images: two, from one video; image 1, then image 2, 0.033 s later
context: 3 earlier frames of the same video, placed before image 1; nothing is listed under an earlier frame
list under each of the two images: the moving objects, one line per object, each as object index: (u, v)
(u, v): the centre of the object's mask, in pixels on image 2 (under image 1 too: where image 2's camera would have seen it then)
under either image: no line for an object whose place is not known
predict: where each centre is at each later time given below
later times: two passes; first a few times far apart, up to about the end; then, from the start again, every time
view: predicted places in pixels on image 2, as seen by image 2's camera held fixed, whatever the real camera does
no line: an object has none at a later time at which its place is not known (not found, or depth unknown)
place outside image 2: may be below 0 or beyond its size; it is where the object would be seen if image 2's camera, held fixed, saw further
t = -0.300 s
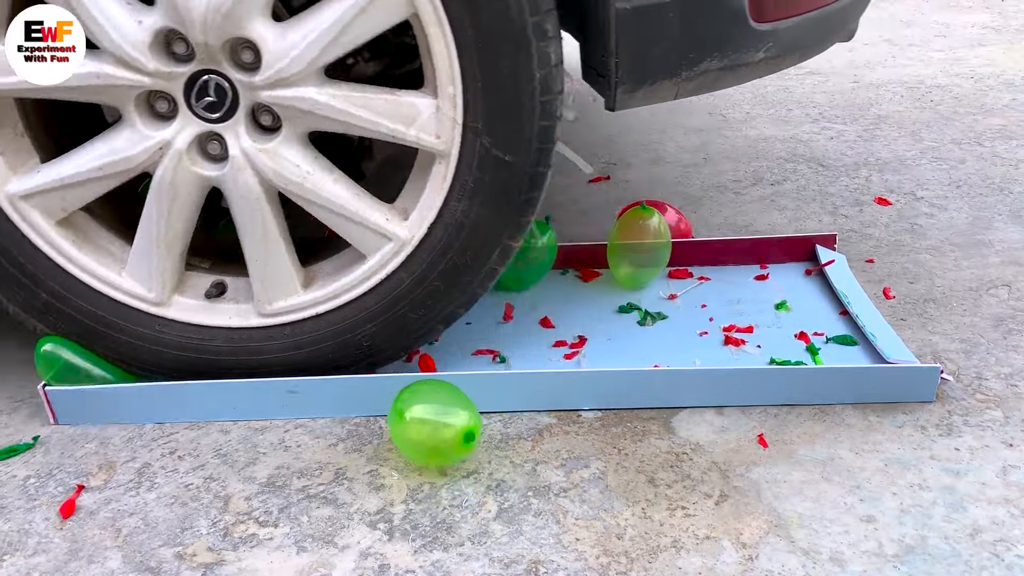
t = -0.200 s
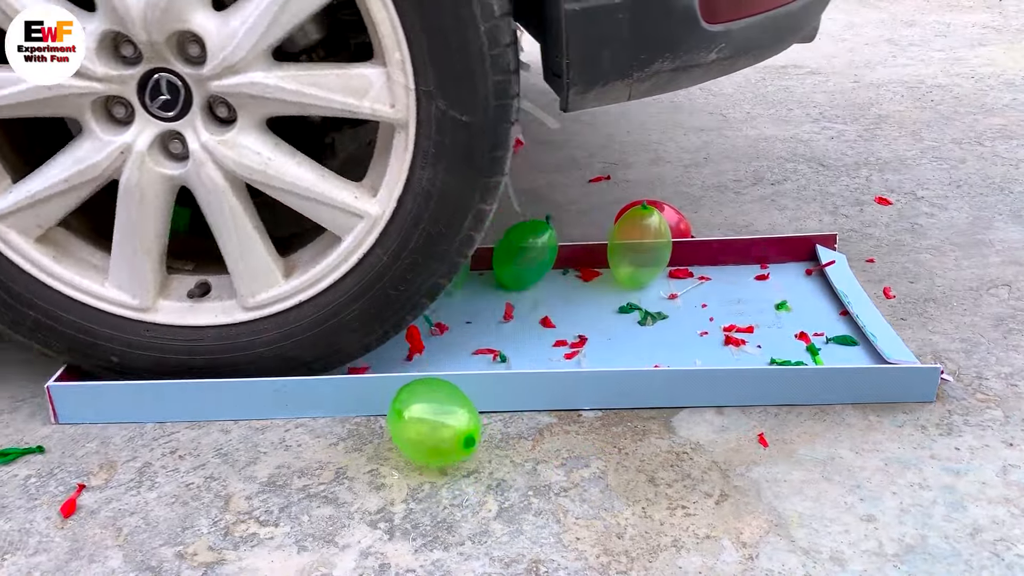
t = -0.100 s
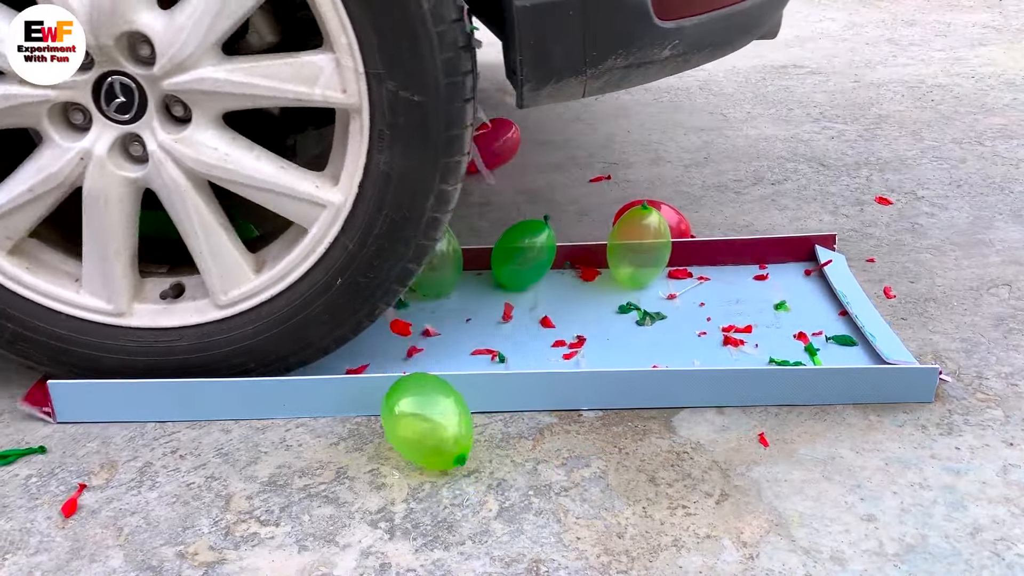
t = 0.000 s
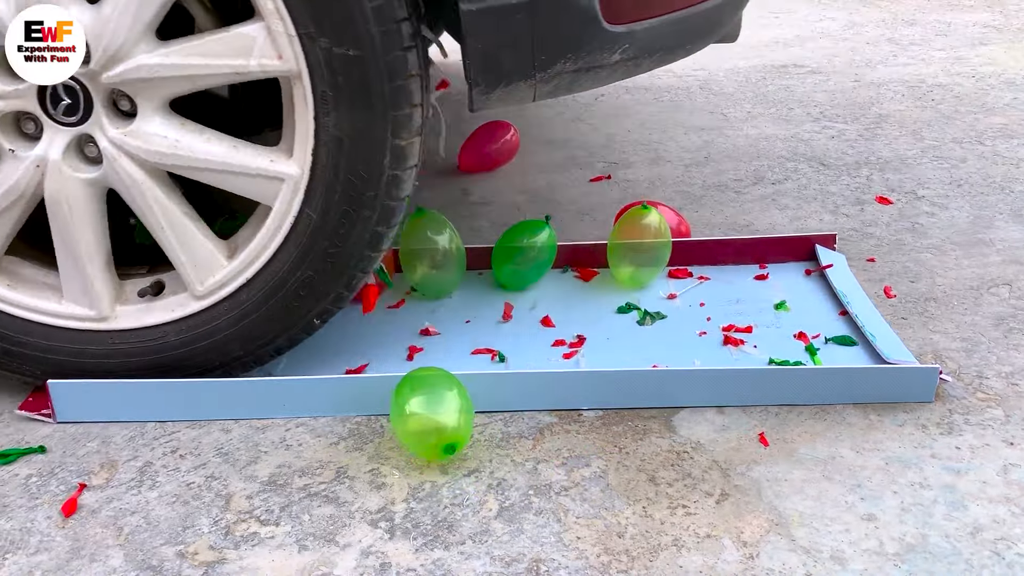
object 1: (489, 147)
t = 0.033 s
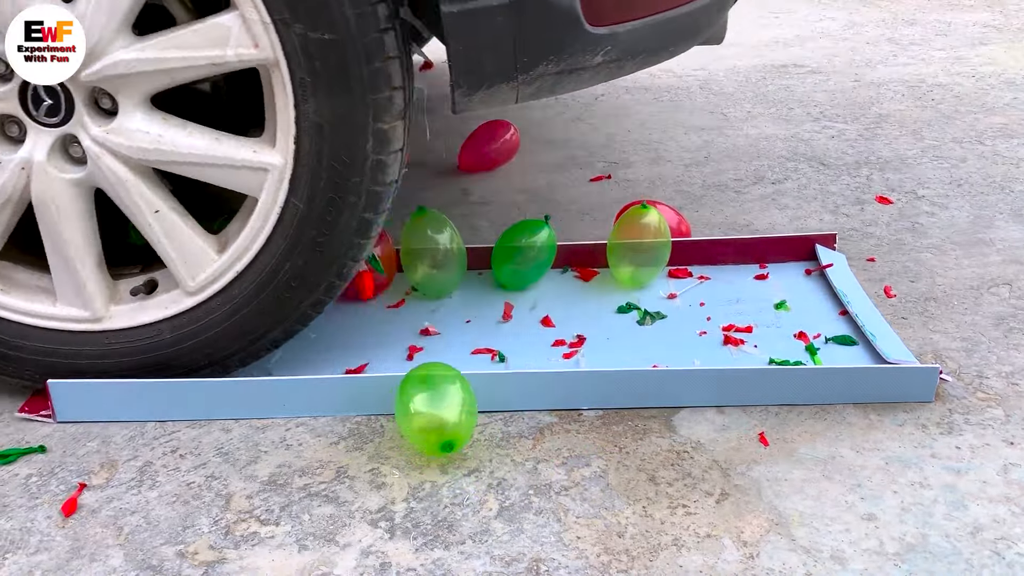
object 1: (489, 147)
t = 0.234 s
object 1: (485, 144)
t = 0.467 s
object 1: (476, 141)
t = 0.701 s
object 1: (464, 139)
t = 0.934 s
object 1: (443, 144)
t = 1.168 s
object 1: (414, 144)
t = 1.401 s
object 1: (391, 147)
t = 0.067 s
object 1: (489, 146)
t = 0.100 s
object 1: (488, 146)
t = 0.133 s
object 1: (488, 146)
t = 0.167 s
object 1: (487, 145)
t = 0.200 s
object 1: (486, 145)
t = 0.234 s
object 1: (485, 144)
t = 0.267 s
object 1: (484, 144)
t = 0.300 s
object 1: (483, 143)
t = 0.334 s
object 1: (481, 143)
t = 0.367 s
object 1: (480, 143)
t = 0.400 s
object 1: (479, 142)
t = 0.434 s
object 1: (477, 142)
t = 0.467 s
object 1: (476, 141)
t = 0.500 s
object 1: (474, 140)
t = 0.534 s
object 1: (473, 139)
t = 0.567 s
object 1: (472, 139)
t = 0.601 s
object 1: (470, 139)
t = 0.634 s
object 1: (468, 139)
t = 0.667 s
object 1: (466, 139)
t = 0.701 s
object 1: (464, 139)
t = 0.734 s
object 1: (462, 139)
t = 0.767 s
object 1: (459, 140)
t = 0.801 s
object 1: (456, 140)
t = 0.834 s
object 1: (454, 141)
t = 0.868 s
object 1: (450, 141)
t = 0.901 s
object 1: (447, 142)
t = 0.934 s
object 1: (443, 144)
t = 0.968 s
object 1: (439, 145)
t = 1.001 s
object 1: (435, 145)
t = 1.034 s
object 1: (430, 145)
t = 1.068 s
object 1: (426, 144)
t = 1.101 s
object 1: (422, 144)
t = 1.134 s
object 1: (418, 143)
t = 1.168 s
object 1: (414, 144)
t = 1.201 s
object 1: (409, 145)
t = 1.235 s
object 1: (406, 144)
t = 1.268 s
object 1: (402, 145)
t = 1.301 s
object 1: (399, 146)
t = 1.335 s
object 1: (396, 146)
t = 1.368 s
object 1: (393, 147)
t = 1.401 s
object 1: (391, 147)
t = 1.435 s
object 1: (388, 147)
